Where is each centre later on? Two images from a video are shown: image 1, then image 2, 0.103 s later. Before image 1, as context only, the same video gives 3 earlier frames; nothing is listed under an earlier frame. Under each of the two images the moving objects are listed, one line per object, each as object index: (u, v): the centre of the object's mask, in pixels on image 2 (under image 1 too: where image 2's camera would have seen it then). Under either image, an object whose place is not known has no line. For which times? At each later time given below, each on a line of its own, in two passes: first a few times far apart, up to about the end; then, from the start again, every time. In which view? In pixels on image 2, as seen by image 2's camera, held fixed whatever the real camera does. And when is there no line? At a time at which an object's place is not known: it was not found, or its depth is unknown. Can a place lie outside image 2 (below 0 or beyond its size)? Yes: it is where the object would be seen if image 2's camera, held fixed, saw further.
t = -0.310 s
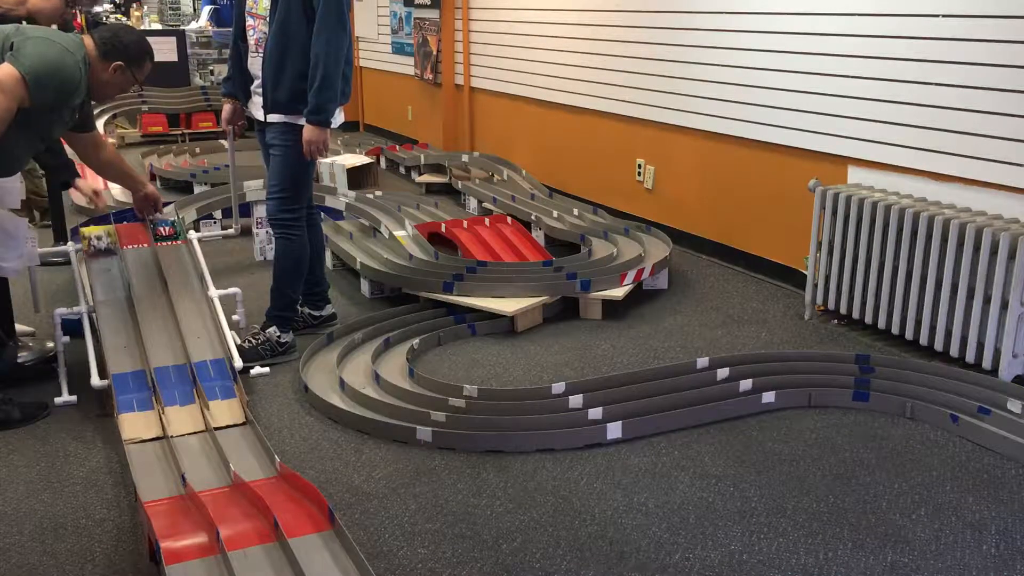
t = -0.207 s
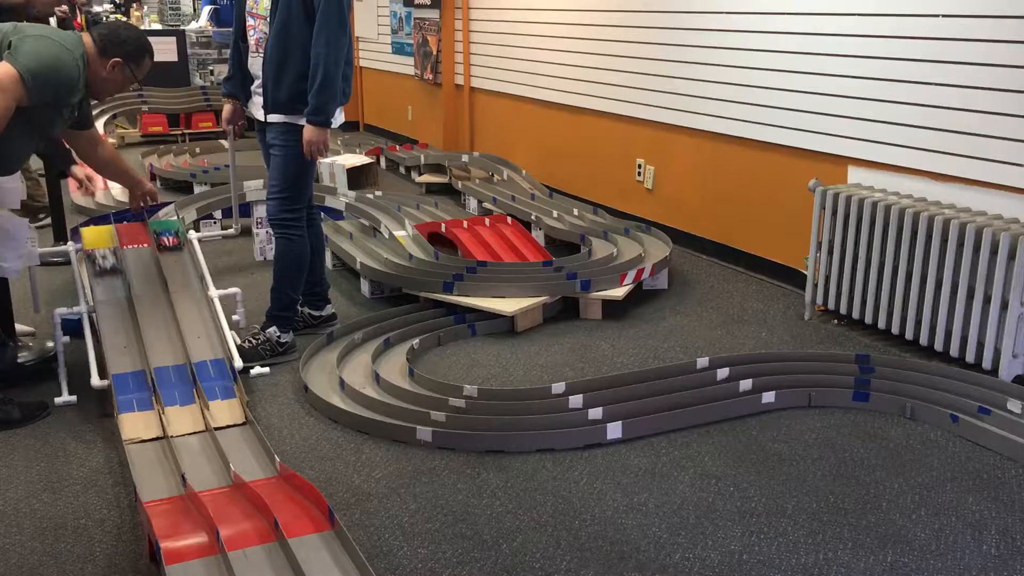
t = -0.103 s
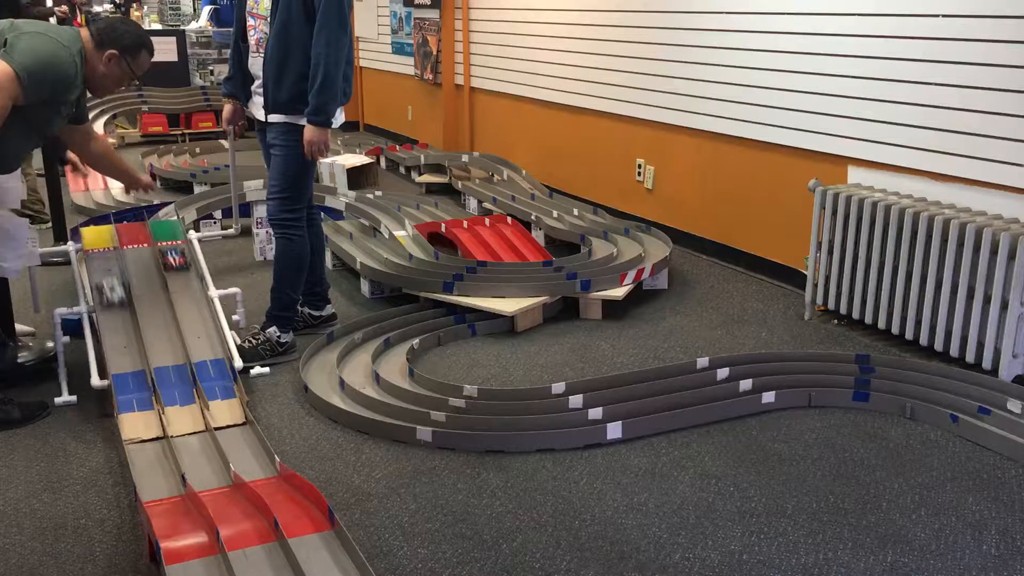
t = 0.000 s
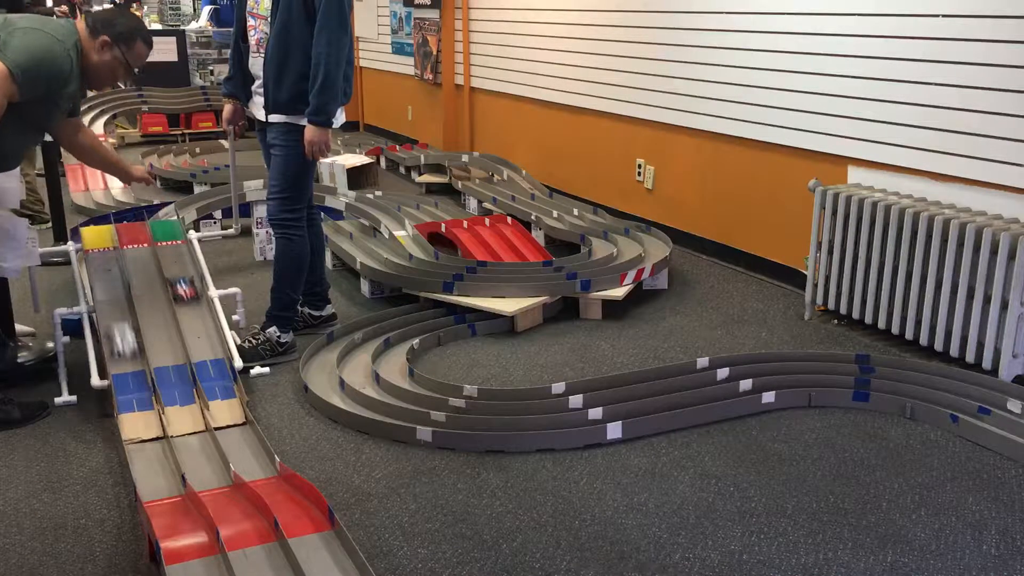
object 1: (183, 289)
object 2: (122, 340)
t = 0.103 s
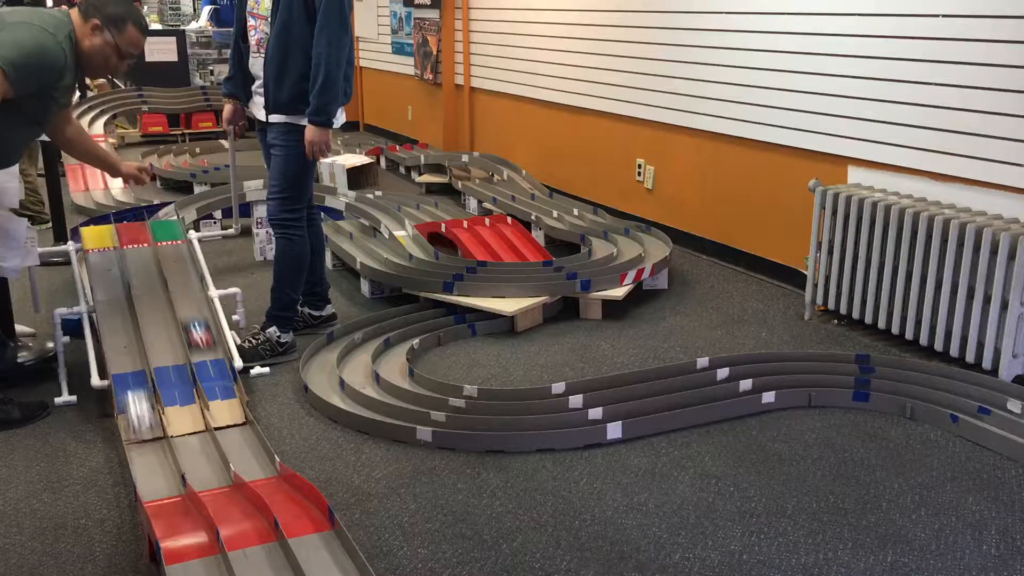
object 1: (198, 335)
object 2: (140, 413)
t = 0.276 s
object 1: (236, 435)
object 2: (165, 498)
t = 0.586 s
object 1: (314, 541)
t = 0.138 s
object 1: (205, 353)
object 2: (146, 438)
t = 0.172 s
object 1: (211, 375)
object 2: (150, 456)
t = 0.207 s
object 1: (220, 397)
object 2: (155, 469)
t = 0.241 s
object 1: (228, 422)
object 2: (161, 485)
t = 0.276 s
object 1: (236, 435)
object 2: (165, 498)
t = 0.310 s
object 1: (241, 448)
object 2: (171, 506)
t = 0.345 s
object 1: (249, 461)
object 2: (175, 514)
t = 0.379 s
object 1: (258, 474)
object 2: (181, 523)
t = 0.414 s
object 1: (266, 481)
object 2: (186, 535)
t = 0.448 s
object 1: (274, 487)
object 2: (194, 553)
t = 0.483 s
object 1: (281, 492)
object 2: (199, 563)
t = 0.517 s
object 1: (288, 499)
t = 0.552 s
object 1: (294, 509)
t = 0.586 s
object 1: (314, 541)
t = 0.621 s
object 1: (323, 558)
